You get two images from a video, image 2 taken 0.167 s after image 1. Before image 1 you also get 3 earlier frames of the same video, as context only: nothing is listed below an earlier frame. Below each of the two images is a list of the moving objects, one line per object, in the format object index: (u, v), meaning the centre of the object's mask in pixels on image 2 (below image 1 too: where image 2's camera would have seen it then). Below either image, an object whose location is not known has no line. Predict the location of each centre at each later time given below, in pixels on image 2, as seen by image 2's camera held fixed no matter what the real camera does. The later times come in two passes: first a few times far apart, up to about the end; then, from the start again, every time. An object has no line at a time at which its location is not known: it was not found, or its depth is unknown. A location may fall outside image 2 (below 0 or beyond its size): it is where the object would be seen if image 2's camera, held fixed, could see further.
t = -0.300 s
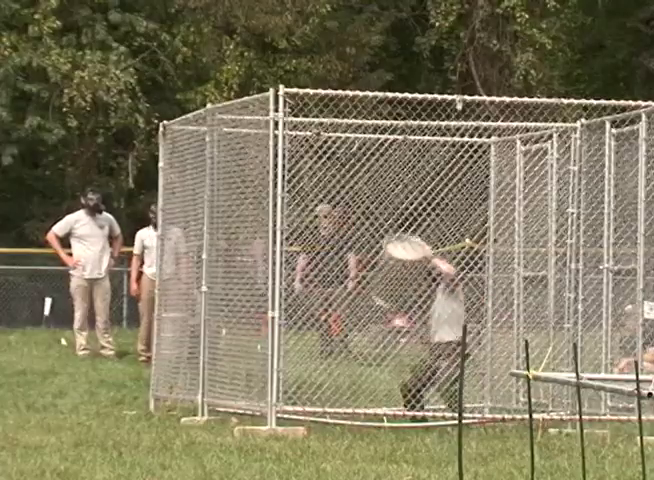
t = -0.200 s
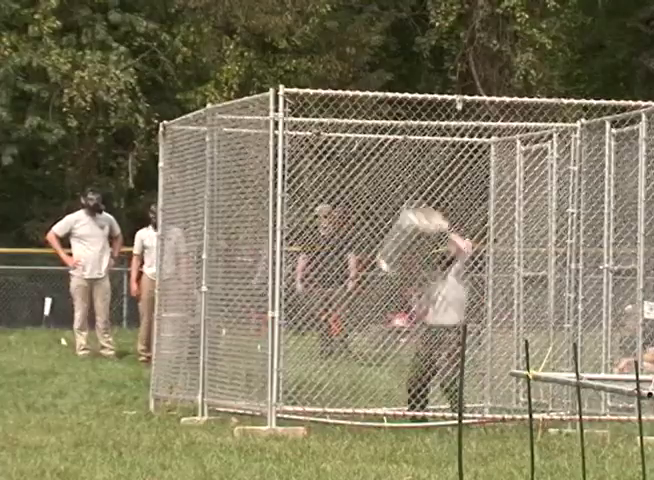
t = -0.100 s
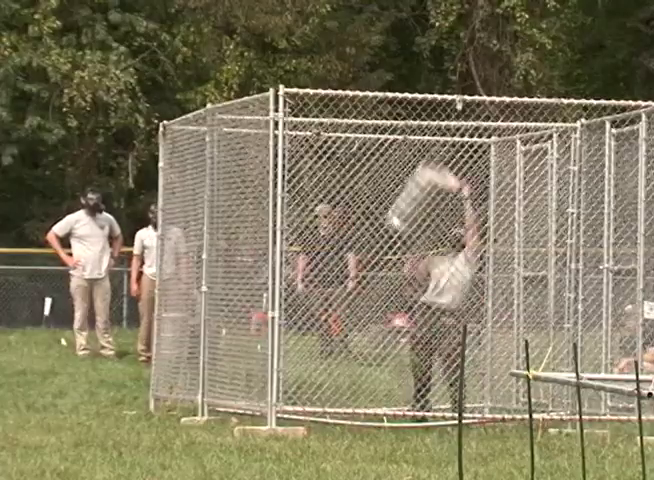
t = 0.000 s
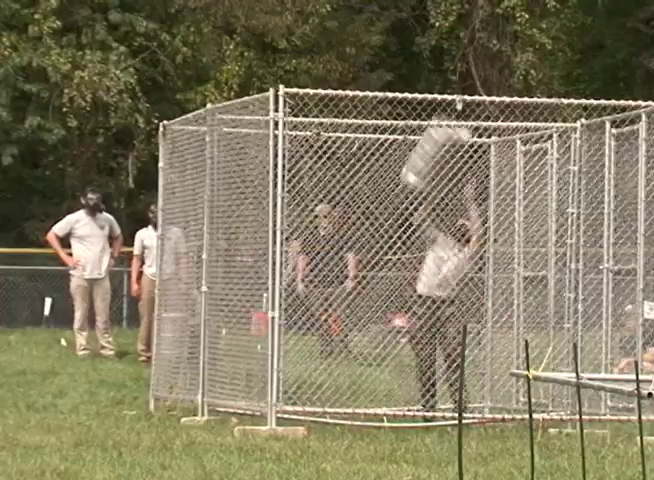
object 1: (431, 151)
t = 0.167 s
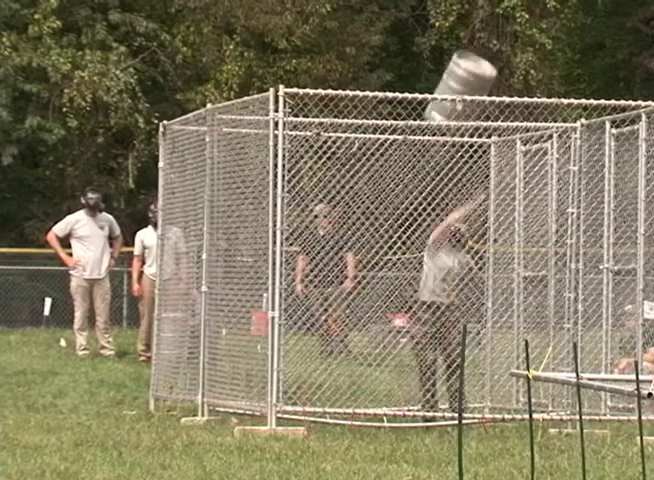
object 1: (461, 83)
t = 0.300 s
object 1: (480, 61)
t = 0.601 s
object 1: (525, 66)
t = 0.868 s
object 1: (566, 170)
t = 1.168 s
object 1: (612, 400)
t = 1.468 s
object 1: (608, 419)
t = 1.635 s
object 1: (608, 422)
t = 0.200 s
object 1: (465, 79)
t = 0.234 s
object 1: (473, 67)
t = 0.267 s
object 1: (476, 64)
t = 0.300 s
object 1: (480, 61)
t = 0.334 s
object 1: (484, 58)
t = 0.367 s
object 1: (489, 57)
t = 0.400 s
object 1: (494, 56)
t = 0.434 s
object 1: (499, 55)
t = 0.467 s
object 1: (504, 56)
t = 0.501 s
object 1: (509, 58)
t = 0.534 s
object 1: (514, 60)
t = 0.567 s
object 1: (520, 62)
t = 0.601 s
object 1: (525, 66)
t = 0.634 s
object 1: (531, 69)
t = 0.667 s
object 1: (534, 86)
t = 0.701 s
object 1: (539, 97)
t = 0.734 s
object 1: (545, 109)
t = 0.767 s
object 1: (550, 122)
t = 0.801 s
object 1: (555, 140)
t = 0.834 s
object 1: (559, 153)
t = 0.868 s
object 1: (566, 170)
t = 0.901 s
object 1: (570, 190)
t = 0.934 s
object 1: (576, 212)
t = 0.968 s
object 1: (581, 233)
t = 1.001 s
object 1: (585, 257)
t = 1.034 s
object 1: (592, 280)
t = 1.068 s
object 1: (598, 306)
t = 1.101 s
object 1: (602, 332)
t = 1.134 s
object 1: (612, 345)
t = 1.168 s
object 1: (612, 400)
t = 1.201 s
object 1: (610, 416)
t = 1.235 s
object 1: (610, 415)
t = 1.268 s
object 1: (610, 415)
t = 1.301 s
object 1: (609, 415)
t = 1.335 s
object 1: (609, 416)
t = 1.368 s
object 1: (609, 415)
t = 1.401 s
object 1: (609, 416)
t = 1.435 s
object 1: (609, 417)
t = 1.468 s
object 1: (608, 419)
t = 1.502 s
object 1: (609, 421)
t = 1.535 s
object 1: (609, 421)
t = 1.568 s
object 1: (609, 421)
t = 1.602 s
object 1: (609, 421)
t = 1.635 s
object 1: (608, 422)
